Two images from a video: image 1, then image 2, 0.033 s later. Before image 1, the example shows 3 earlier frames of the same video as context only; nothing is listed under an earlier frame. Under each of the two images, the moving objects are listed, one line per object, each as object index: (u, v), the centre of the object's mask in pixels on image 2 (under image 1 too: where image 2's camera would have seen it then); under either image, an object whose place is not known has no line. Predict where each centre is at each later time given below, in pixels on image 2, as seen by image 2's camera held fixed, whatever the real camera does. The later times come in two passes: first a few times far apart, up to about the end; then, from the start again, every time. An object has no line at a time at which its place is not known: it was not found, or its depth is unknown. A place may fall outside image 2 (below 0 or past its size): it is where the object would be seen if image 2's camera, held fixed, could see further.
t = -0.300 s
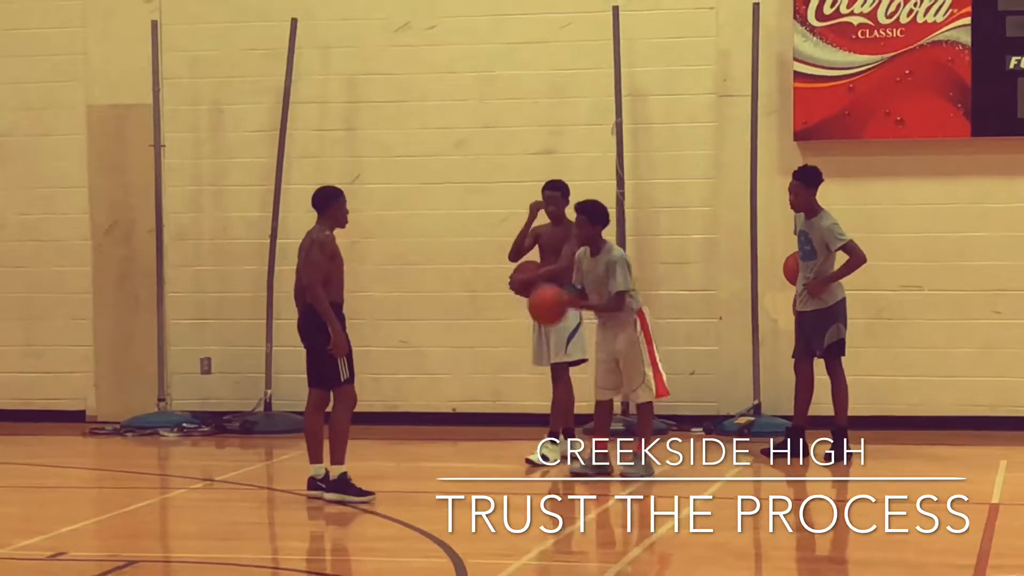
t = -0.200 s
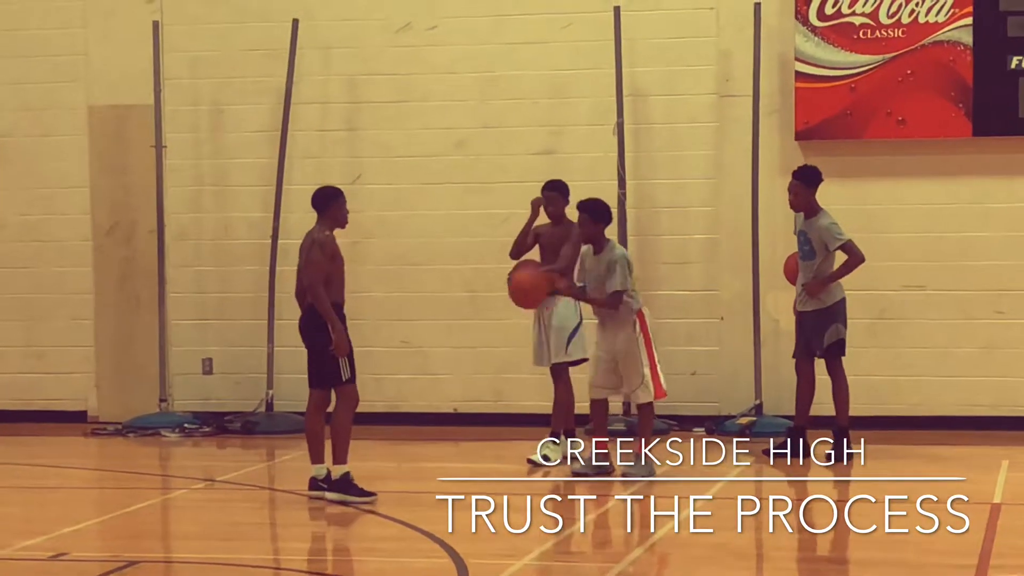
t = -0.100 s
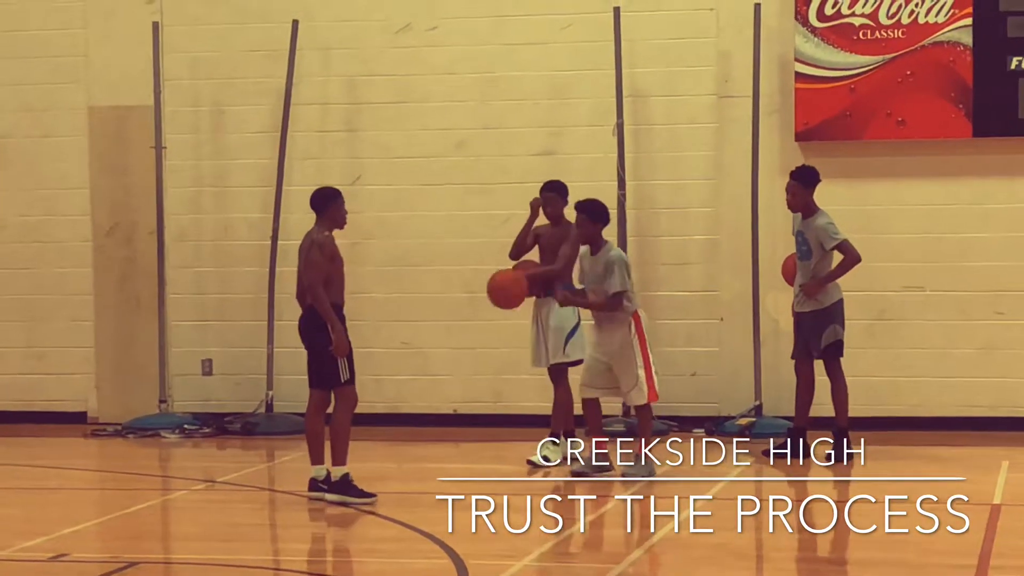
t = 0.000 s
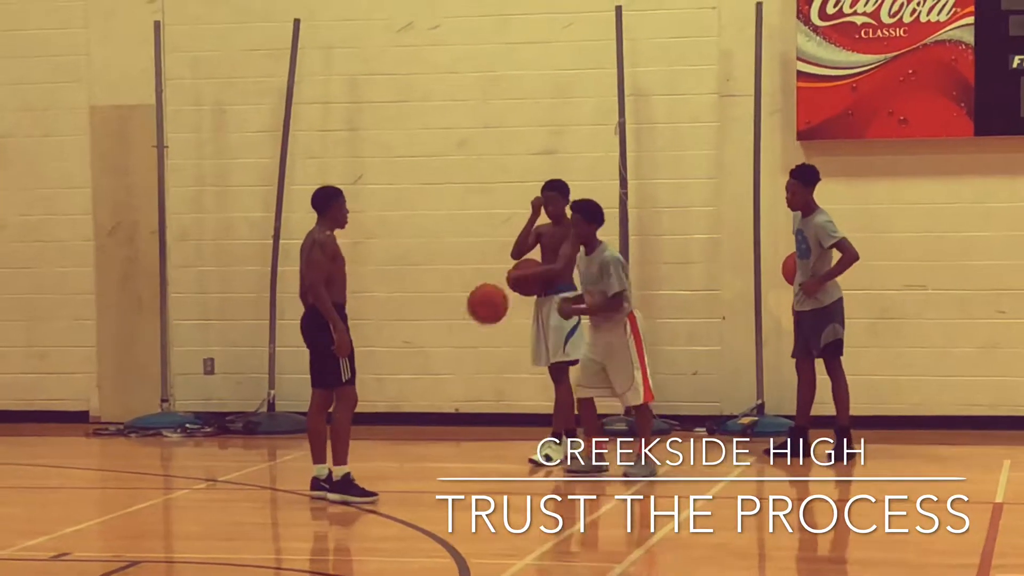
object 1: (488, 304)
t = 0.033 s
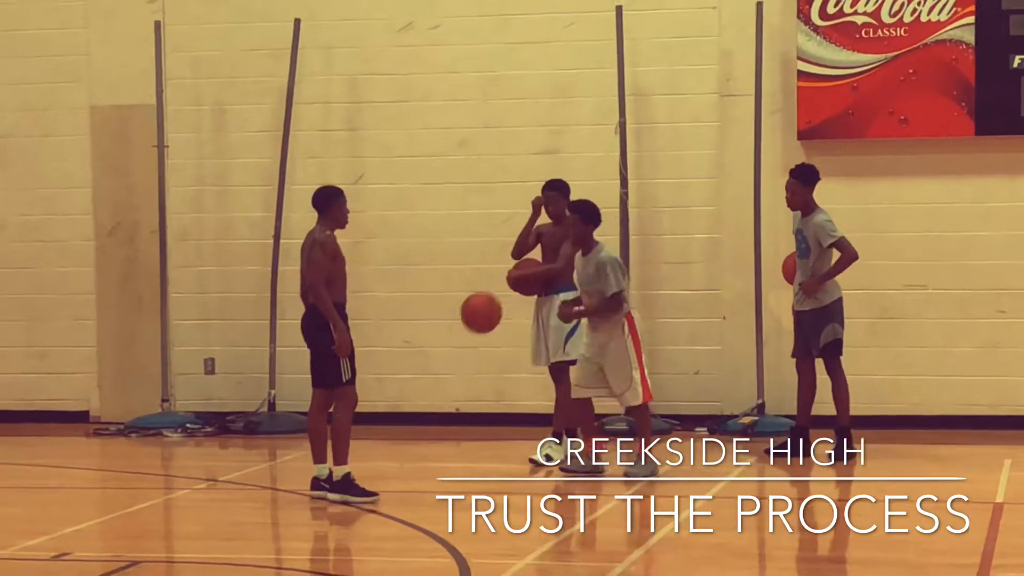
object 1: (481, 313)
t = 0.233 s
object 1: (440, 405)
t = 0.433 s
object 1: (430, 420)
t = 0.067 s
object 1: (474, 323)
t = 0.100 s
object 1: (467, 336)
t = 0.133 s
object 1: (461, 351)
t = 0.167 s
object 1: (454, 367)
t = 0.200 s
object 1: (447, 386)
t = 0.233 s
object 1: (440, 405)
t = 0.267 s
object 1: (434, 426)
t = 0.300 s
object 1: (426, 453)
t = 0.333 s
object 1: (421, 472)
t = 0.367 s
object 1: (424, 455)
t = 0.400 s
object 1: (427, 436)
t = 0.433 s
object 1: (430, 420)
